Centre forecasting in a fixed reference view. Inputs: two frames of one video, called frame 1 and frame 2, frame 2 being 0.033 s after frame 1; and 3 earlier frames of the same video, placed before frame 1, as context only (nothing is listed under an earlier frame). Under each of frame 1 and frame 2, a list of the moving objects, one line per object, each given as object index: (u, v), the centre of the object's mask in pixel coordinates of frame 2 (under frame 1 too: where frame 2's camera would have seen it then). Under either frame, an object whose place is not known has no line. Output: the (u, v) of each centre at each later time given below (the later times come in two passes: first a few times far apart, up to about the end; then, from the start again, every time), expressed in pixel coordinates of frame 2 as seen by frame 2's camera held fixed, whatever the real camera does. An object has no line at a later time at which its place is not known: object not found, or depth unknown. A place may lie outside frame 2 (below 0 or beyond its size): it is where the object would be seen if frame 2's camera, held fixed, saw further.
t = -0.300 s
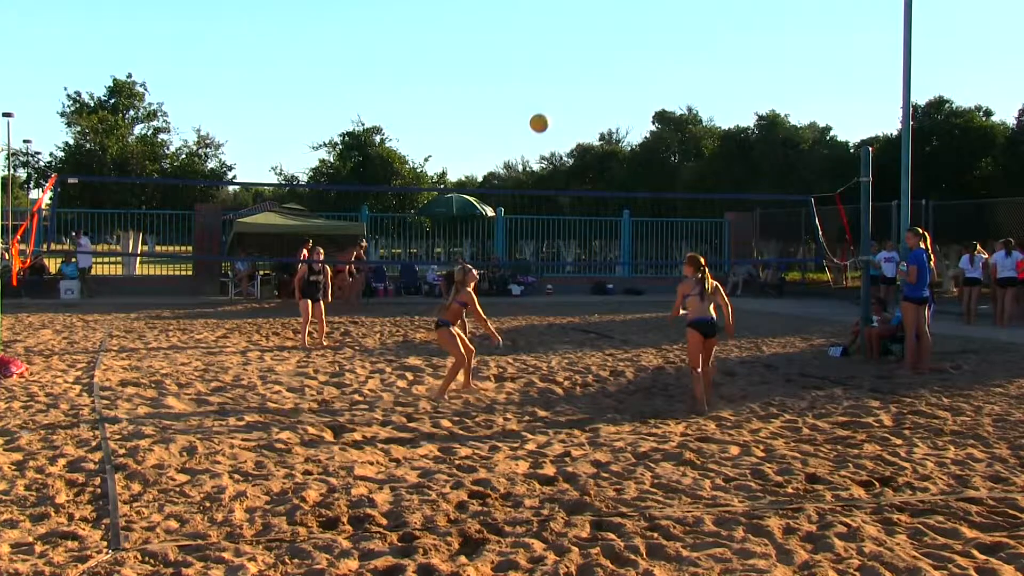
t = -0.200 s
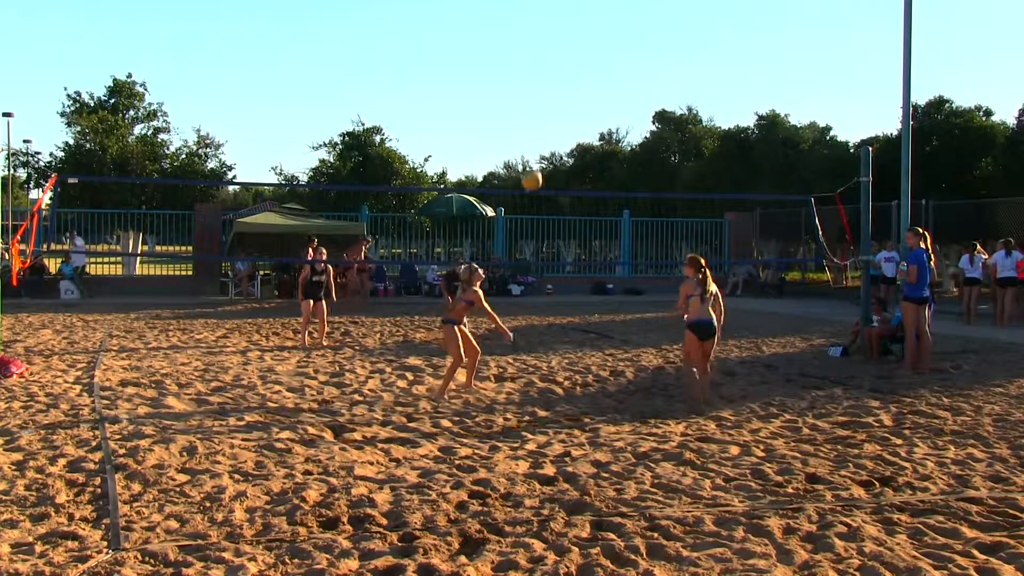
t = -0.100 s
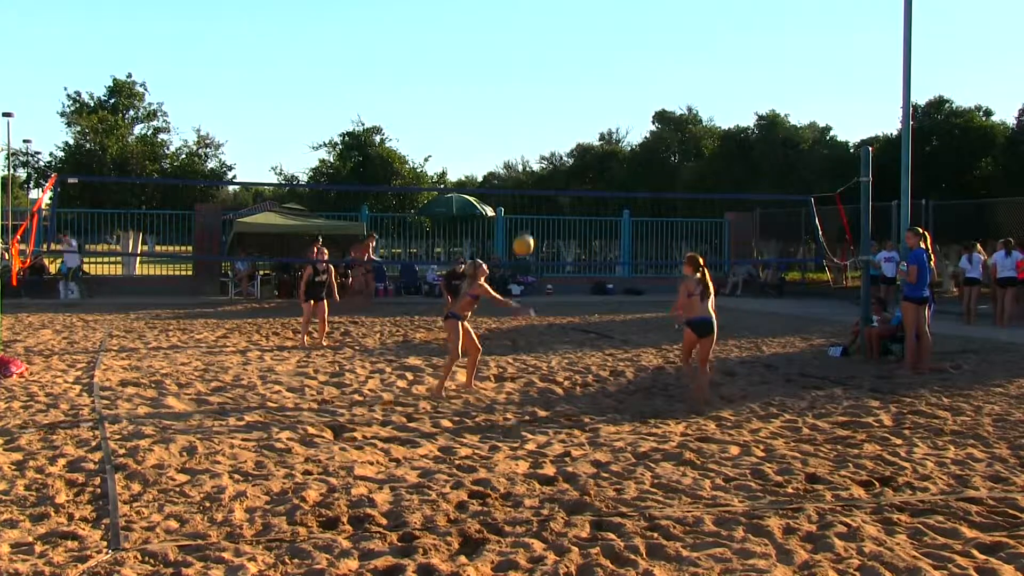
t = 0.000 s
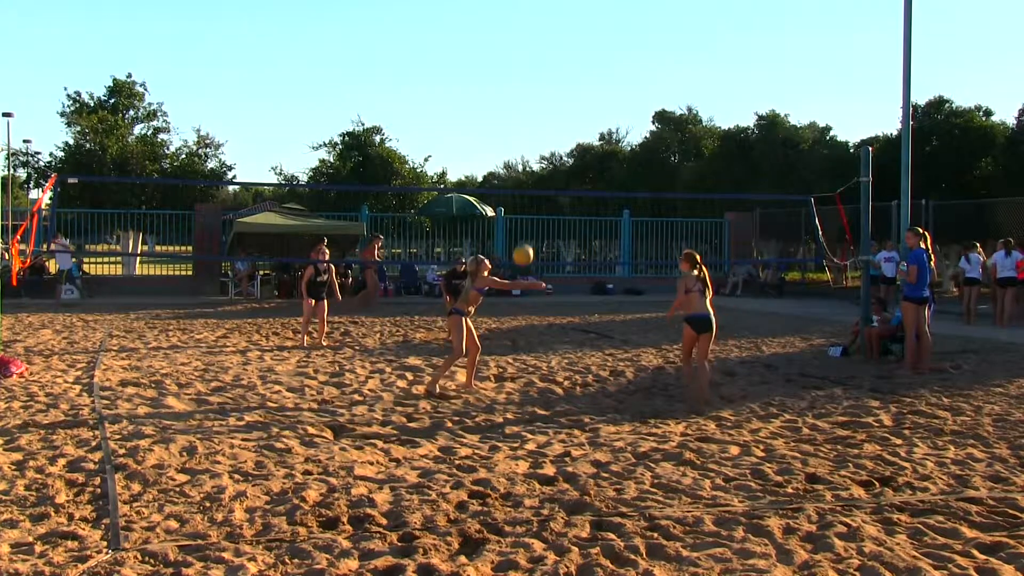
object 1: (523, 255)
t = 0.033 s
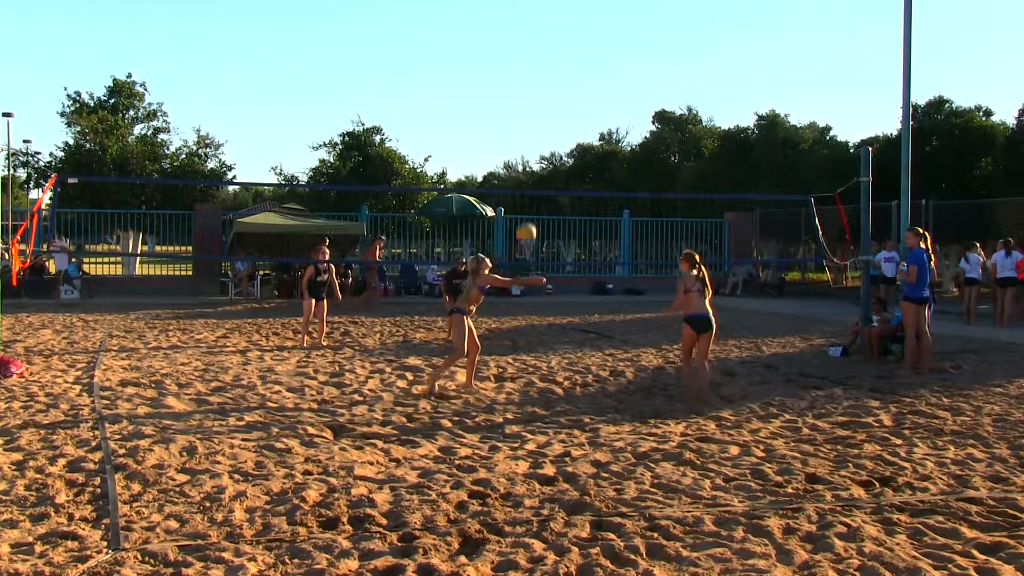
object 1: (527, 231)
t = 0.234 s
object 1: (541, 129)
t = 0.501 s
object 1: (558, 56)
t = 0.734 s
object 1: (571, 45)
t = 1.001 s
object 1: (584, 87)
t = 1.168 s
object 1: (591, 140)
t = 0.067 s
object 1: (530, 213)
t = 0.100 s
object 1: (532, 194)
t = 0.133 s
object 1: (535, 177)
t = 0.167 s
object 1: (537, 160)
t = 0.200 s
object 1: (539, 144)
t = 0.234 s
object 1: (541, 129)
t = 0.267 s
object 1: (543, 116)
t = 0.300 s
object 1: (545, 104)
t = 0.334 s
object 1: (547, 93)
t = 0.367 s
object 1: (550, 84)
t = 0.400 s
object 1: (552, 75)
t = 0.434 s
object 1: (554, 68)
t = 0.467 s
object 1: (556, 61)
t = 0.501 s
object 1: (558, 56)
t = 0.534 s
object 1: (560, 52)
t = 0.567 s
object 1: (562, 48)
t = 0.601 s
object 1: (564, 46)
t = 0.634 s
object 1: (566, 44)
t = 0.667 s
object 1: (568, 44)
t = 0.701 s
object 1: (569, 44)
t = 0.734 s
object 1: (571, 45)
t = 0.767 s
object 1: (573, 48)
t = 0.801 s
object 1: (575, 51)
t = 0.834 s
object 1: (576, 55)
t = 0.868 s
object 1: (578, 59)
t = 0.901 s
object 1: (580, 65)
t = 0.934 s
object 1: (581, 71)
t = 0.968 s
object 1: (583, 79)
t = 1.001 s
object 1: (584, 87)
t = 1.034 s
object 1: (586, 96)
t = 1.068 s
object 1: (587, 106)
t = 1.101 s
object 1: (588, 116)
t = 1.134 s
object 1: (590, 128)
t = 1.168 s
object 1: (591, 140)
